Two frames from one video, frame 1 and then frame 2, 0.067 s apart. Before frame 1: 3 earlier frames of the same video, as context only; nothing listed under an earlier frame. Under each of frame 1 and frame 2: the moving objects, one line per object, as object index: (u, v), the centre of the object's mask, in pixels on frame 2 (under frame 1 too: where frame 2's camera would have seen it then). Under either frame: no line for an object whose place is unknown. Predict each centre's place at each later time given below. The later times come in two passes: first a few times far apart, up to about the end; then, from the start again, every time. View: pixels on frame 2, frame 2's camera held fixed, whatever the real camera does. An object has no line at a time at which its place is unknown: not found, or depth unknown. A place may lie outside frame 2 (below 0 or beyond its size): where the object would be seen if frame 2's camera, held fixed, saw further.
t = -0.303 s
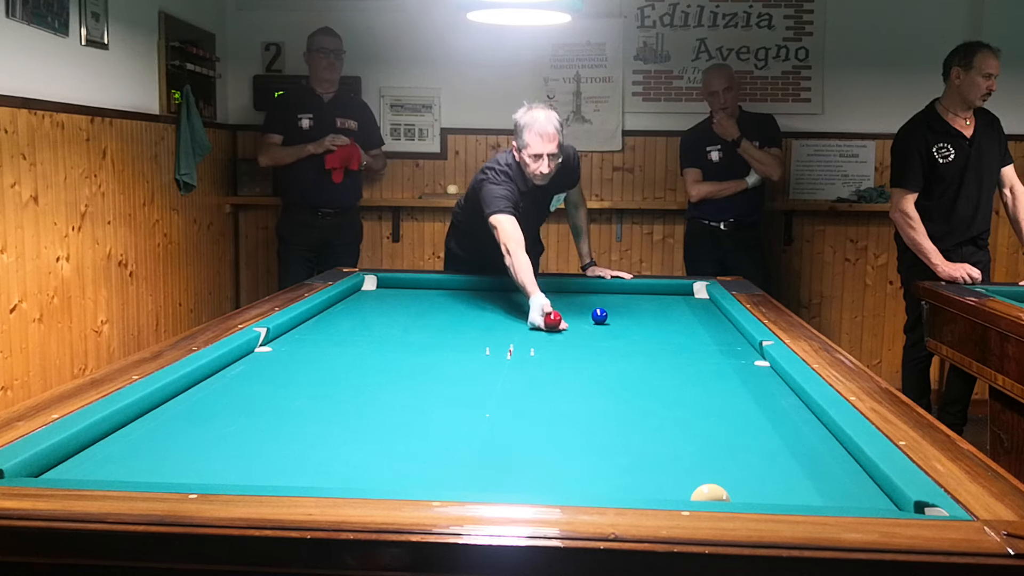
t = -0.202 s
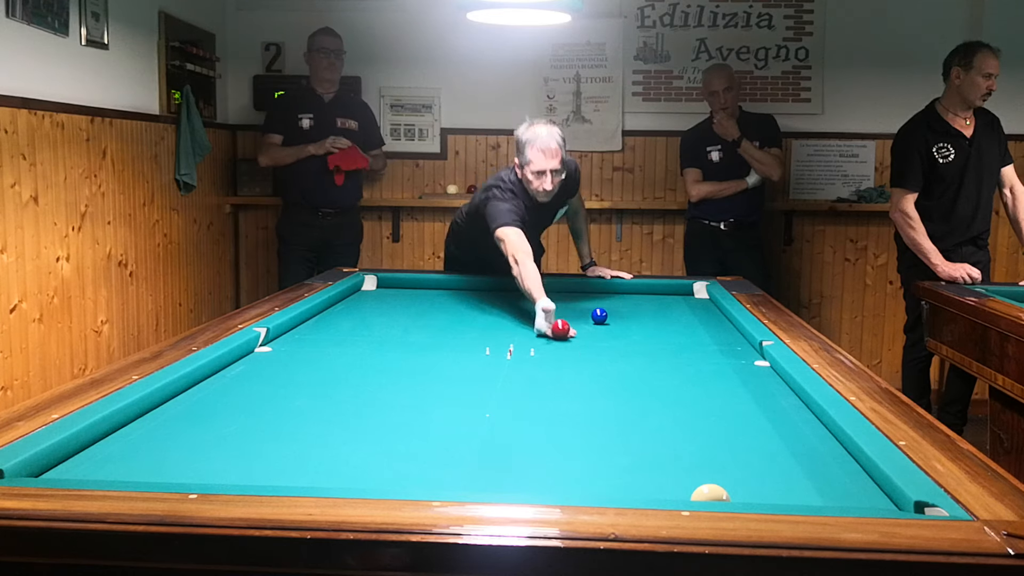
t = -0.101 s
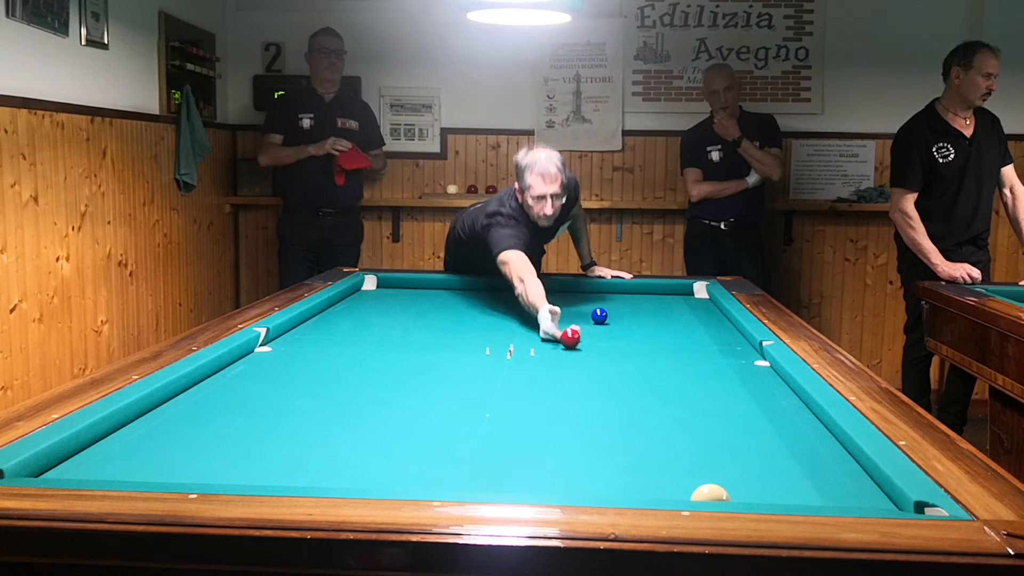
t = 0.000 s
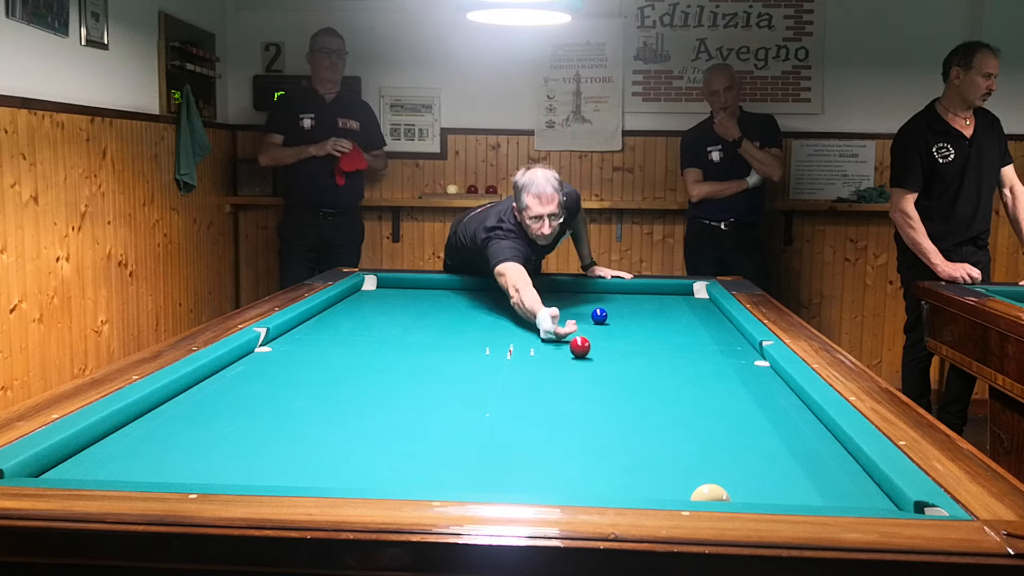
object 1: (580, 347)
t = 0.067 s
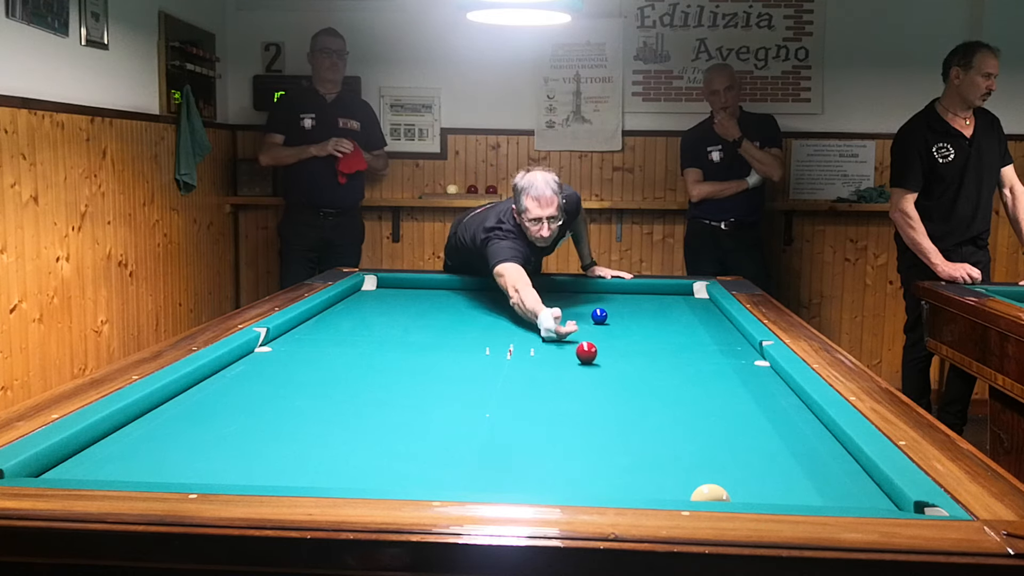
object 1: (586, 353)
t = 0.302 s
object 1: (612, 374)
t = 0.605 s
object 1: (654, 409)
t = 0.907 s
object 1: (711, 457)
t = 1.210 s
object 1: (784, 498)
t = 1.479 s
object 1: (785, 472)
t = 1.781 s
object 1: (788, 440)
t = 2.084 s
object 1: (791, 415)
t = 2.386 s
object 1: (785, 395)
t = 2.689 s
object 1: (763, 378)
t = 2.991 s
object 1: (744, 364)
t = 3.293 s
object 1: (727, 351)
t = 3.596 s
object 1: (713, 341)
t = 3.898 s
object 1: (701, 332)
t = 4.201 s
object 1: (690, 324)
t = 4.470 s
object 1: (682, 317)
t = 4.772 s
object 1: (674, 311)
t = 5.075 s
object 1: (666, 305)
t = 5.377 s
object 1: (660, 300)
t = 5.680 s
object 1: (654, 295)
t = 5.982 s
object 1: (649, 291)
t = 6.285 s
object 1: (646, 289)
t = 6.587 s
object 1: (645, 291)
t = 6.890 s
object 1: (644, 293)
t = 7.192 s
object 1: (643, 295)
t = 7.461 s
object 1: (642, 296)
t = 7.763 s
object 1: (640, 298)
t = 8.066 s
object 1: (639, 300)
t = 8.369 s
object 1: (637, 302)
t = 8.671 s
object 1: (636, 303)
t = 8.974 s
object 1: (635, 304)
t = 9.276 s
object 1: (634, 306)
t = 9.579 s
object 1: (634, 307)
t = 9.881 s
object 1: (633, 308)
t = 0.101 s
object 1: (590, 355)
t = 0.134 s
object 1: (593, 358)
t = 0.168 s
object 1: (597, 361)
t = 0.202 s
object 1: (601, 364)
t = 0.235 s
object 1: (604, 368)
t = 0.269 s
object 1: (608, 371)
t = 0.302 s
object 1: (612, 374)
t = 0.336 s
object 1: (616, 377)
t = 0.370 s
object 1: (620, 381)
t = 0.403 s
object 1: (625, 385)
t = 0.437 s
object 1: (629, 388)
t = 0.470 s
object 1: (634, 392)
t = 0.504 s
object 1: (639, 396)
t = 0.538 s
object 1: (644, 400)
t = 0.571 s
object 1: (649, 405)
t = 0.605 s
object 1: (654, 409)
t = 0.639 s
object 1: (660, 414)
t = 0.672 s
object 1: (665, 418)
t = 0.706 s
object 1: (671, 423)
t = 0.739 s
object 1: (677, 428)
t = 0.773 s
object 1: (684, 434)
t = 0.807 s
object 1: (690, 439)
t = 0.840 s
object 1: (697, 445)
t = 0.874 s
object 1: (704, 450)
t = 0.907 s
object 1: (711, 457)
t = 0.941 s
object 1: (719, 463)
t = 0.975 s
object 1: (727, 470)
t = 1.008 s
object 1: (736, 477)
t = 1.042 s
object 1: (744, 483)
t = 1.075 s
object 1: (753, 488)
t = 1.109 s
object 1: (763, 492)
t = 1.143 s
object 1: (772, 496)
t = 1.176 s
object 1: (782, 500)
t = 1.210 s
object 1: (784, 498)
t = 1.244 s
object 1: (784, 496)
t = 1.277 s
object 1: (783, 493)
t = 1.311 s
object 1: (783, 490)
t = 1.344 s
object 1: (783, 487)
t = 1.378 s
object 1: (784, 484)
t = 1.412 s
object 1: (784, 480)
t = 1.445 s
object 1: (784, 476)
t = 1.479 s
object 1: (785, 472)
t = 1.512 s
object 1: (785, 468)
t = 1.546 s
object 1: (786, 464)
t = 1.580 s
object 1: (786, 460)
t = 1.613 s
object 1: (786, 457)
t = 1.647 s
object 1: (787, 453)
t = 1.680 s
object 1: (787, 450)
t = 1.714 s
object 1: (788, 447)
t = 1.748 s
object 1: (788, 444)
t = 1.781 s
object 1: (788, 440)
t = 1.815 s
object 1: (789, 437)
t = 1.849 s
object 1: (789, 434)
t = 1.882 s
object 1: (789, 432)
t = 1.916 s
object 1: (790, 428)
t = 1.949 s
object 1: (790, 426)
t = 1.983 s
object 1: (790, 423)
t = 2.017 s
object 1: (791, 420)
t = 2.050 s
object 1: (791, 417)
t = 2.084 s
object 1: (791, 415)
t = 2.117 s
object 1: (792, 413)
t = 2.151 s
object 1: (792, 410)
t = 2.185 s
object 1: (792, 408)
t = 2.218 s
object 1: (792, 406)
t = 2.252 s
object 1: (793, 403)
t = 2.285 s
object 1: (793, 401)
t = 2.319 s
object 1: (791, 399)
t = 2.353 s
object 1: (788, 397)
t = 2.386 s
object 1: (785, 395)
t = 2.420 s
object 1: (782, 393)
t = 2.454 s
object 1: (780, 391)
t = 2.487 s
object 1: (777, 389)
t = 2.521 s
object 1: (775, 387)
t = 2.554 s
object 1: (772, 385)
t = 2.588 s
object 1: (770, 383)
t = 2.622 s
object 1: (767, 381)
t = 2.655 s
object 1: (765, 380)
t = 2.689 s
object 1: (763, 378)
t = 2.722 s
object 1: (760, 376)
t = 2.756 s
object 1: (758, 375)
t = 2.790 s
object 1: (756, 373)
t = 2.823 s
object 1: (754, 372)
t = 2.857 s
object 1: (751, 370)
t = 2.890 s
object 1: (749, 368)
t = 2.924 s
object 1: (748, 367)
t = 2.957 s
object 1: (745, 365)
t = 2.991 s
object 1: (744, 364)
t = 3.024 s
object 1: (742, 362)
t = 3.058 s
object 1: (740, 361)
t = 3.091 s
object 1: (738, 359)
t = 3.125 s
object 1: (736, 358)
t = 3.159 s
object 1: (734, 357)
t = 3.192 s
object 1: (732, 355)
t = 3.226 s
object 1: (731, 354)
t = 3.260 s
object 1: (729, 353)
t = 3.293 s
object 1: (727, 351)
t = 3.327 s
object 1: (726, 350)
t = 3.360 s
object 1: (724, 349)
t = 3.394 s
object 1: (723, 348)
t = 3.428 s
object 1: (721, 347)
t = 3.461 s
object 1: (719, 345)
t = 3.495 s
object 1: (718, 344)
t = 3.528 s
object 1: (716, 343)
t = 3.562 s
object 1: (715, 342)
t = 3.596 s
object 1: (713, 341)
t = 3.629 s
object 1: (712, 340)
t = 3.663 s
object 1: (711, 339)
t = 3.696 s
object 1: (709, 338)
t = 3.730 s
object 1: (708, 337)
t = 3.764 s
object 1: (706, 336)
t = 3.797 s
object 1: (705, 335)
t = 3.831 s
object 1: (704, 334)
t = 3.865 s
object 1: (702, 333)
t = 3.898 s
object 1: (701, 332)
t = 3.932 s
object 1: (700, 331)
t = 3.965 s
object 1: (698, 330)
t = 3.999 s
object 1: (697, 329)
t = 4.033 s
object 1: (696, 328)
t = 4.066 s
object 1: (695, 327)
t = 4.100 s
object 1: (693, 326)
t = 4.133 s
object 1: (692, 325)
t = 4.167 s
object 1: (691, 325)
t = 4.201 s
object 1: (690, 324)
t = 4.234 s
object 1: (689, 323)
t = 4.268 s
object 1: (688, 322)
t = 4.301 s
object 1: (687, 321)
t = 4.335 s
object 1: (686, 321)
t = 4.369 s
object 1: (685, 320)
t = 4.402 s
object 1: (684, 319)
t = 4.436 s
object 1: (683, 318)
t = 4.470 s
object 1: (682, 317)
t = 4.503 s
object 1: (681, 317)
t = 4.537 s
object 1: (680, 316)
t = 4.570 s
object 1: (679, 315)
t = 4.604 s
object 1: (678, 314)
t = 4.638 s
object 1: (677, 314)
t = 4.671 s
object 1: (676, 313)
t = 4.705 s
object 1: (675, 312)
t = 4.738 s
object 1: (674, 312)
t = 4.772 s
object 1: (674, 311)
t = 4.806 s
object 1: (673, 310)
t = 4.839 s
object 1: (672, 310)
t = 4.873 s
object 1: (671, 309)
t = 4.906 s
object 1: (670, 308)
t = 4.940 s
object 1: (669, 308)
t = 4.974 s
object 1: (669, 307)
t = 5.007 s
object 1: (668, 306)
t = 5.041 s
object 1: (667, 306)
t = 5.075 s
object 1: (666, 305)
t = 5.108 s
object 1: (666, 305)
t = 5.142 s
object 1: (665, 304)
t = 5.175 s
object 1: (664, 303)
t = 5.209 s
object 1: (663, 303)
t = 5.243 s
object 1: (663, 302)
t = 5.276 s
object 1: (662, 302)
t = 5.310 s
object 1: (661, 301)
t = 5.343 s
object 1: (661, 301)
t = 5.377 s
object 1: (660, 300)
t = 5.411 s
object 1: (659, 299)
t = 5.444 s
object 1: (659, 299)
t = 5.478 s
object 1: (658, 298)
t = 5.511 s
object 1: (657, 298)
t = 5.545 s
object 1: (657, 297)
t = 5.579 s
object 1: (656, 297)
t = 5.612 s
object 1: (655, 296)
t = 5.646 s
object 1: (655, 296)
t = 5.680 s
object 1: (654, 295)
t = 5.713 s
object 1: (654, 295)
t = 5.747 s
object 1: (653, 294)
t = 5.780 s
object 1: (652, 294)
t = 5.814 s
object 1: (652, 294)
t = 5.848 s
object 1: (651, 293)
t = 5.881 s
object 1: (651, 292)
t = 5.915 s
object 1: (650, 292)
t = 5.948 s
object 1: (650, 292)
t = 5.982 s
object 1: (649, 291)
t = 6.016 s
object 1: (649, 291)
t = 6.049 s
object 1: (648, 290)
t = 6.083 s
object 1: (648, 290)
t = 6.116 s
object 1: (647, 289)
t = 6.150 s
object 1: (647, 289)
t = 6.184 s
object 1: (647, 289)
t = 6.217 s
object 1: (646, 289)
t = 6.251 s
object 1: (646, 289)
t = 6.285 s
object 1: (646, 289)
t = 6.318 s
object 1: (646, 289)
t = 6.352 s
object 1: (646, 289)
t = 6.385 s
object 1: (646, 290)
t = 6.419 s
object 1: (646, 290)
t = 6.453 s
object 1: (646, 290)
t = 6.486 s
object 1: (646, 290)
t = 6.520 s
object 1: (645, 290)
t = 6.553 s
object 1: (645, 291)
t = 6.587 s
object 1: (645, 291)
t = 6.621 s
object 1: (645, 291)
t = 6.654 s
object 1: (645, 291)
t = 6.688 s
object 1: (645, 291)
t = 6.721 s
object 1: (644, 292)
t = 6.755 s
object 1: (644, 292)
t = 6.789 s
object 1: (644, 292)
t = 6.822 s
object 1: (644, 293)
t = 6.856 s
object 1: (644, 293)
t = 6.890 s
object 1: (644, 293)
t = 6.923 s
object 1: (643, 293)
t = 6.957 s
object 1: (643, 293)
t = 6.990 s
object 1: (643, 294)
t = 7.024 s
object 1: (643, 294)
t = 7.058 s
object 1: (643, 294)
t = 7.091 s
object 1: (643, 294)
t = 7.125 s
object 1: (643, 294)
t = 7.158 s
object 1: (643, 295)
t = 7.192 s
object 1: (643, 295)
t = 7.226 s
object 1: (642, 295)
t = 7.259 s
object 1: (642, 295)
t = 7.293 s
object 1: (642, 295)
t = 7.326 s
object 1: (642, 296)
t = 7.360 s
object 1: (642, 296)
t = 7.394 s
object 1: (642, 296)
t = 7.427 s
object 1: (642, 296)
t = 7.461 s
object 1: (642, 296)
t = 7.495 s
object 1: (641, 297)
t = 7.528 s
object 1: (641, 297)
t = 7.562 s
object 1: (641, 297)
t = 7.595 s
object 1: (641, 298)
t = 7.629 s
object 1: (641, 298)
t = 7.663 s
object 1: (641, 298)
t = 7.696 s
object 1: (641, 298)
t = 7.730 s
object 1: (641, 298)
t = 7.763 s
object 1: (640, 298)
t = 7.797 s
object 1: (640, 299)
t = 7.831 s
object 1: (640, 299)
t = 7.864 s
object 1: (640, 299)
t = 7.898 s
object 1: (640, 299)
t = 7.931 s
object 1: (640, 299)
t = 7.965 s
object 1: (639, 300)
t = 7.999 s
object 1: (639, 300)
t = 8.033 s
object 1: (639, 300)
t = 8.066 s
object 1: (639, 300)
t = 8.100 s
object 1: (639, 300)
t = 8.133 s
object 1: (638, 300)
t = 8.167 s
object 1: (638, 301)
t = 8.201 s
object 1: (638, 301)
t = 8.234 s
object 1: (638, 301)
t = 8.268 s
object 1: (638, 301)
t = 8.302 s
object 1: (638, 301)
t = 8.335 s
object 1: (638, 301)
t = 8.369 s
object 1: (637, 302)
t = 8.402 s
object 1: (637, 302)
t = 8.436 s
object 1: (637, 302)
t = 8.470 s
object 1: (637, 302)
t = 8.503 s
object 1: (637, 302)
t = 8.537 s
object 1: (637, 302)
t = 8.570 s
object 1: (637, 303)
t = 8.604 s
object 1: (636, 303)
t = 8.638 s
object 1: (636, 303)
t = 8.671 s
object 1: (636, 303)
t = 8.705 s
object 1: (636, 303)
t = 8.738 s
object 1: (636, 303)
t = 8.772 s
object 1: (636, 303)
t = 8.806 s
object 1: (636, 304)
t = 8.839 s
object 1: (636, 304)
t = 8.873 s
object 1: (636, 304)
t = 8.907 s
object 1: (635, 304)
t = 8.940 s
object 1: (635, 304)
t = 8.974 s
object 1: (635, 304)
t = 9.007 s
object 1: (635, 305)
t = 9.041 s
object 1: (635, 305)
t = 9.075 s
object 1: (635, 305)
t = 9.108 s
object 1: (635, 305)
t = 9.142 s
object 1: (635, 305)
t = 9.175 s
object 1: (635, 305)
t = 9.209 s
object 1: (635, 305)
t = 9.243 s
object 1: (635, 305)
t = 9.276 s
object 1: (634, 306)
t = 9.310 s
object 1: (634, 306)
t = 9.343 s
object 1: (634, 306)
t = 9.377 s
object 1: (634, 306)
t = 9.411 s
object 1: (634, 306)
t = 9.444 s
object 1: (634, 306)
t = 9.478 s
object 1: (634, 306)
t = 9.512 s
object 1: (634, 306)
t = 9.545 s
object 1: (634, 306)
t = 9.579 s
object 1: (634, 307)
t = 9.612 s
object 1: (634, 307)
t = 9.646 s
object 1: (634, 307)
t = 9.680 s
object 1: (634, 307)
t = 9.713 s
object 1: (634, 307)
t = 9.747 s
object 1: (634, 307)
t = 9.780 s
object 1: (633, 307)
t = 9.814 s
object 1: (633, 307)
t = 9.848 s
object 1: (634, 307)
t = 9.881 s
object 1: (633, 308)
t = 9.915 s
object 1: (633, 307)
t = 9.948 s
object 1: (633, 308)
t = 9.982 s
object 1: (633, 308)
